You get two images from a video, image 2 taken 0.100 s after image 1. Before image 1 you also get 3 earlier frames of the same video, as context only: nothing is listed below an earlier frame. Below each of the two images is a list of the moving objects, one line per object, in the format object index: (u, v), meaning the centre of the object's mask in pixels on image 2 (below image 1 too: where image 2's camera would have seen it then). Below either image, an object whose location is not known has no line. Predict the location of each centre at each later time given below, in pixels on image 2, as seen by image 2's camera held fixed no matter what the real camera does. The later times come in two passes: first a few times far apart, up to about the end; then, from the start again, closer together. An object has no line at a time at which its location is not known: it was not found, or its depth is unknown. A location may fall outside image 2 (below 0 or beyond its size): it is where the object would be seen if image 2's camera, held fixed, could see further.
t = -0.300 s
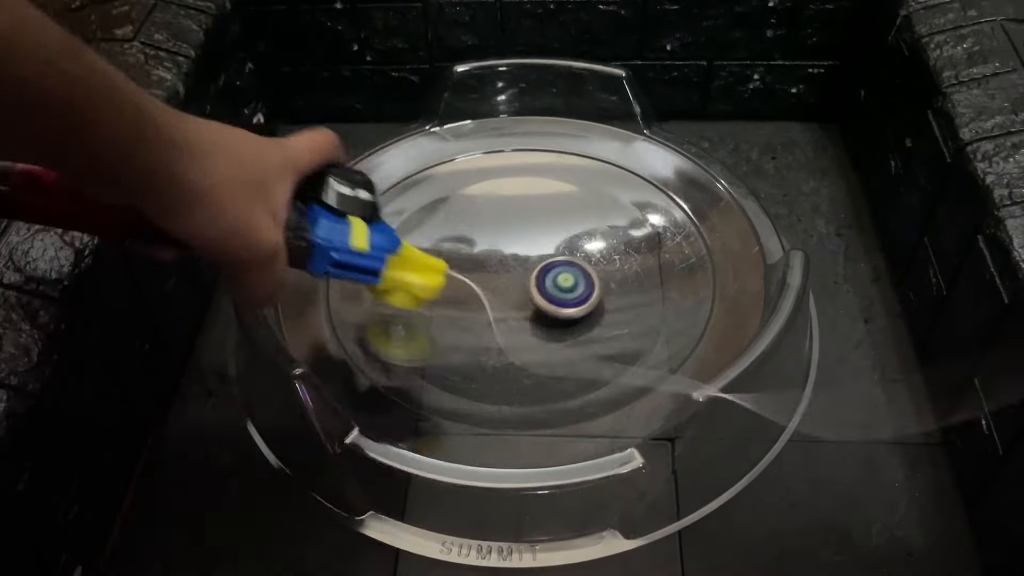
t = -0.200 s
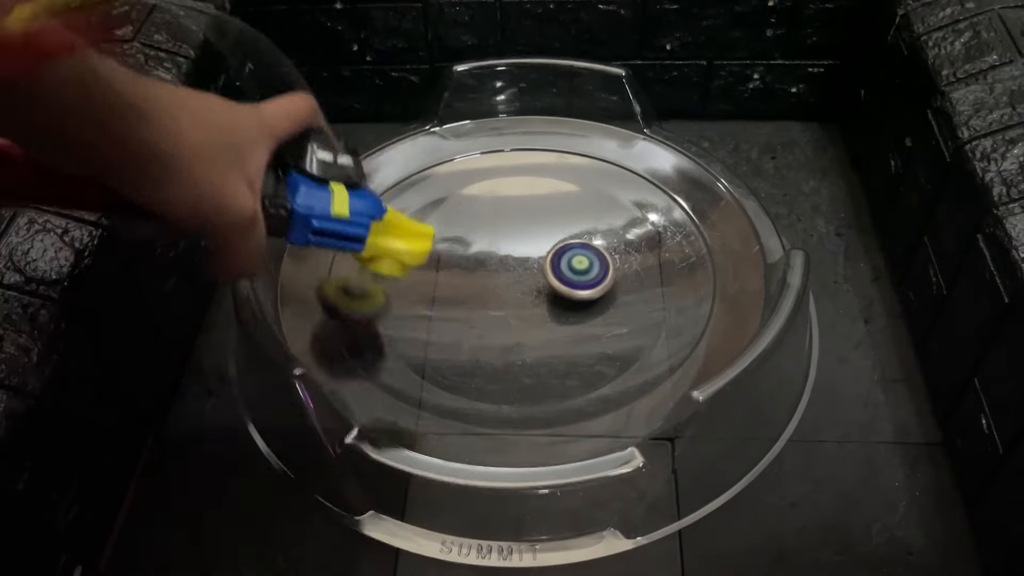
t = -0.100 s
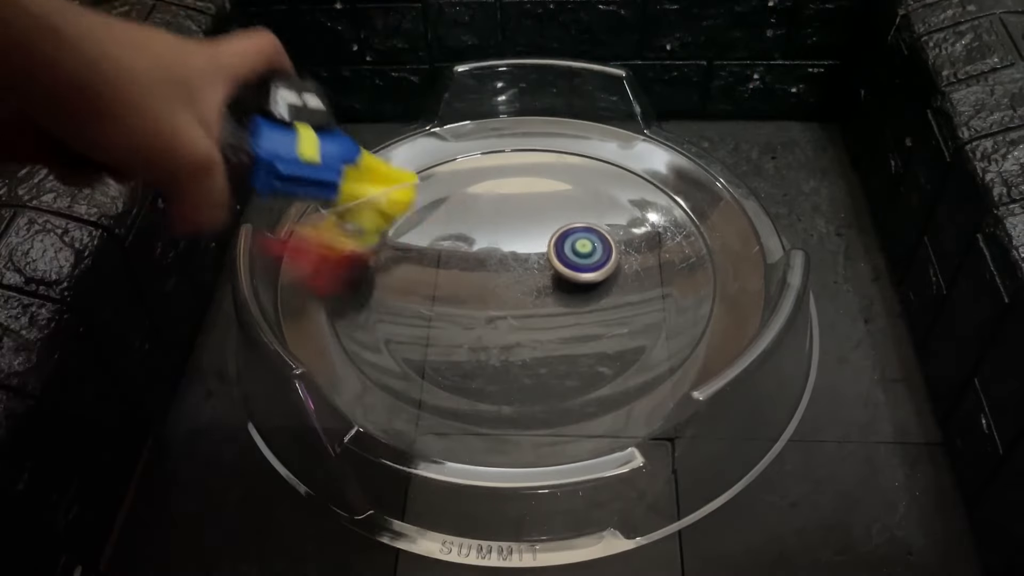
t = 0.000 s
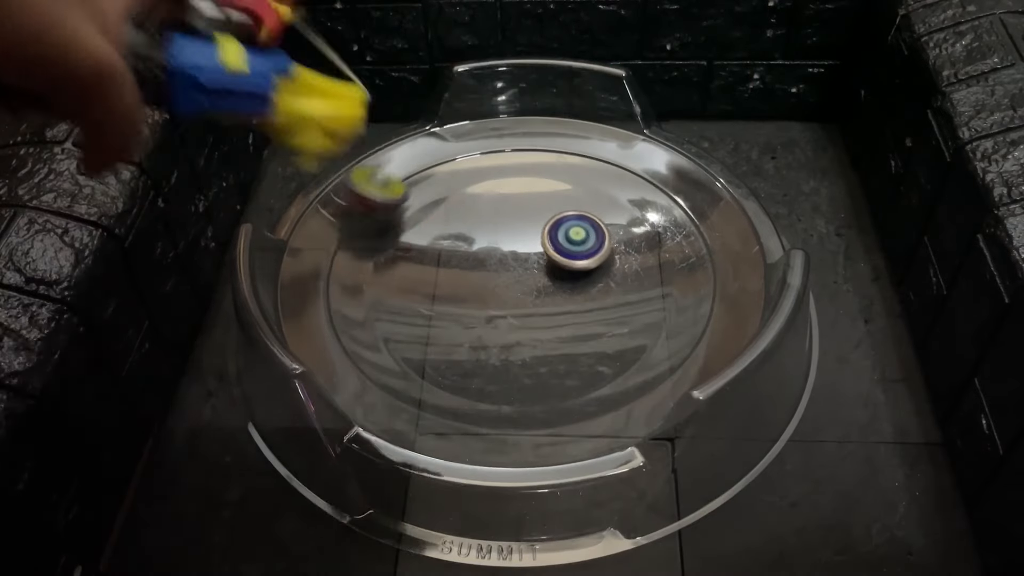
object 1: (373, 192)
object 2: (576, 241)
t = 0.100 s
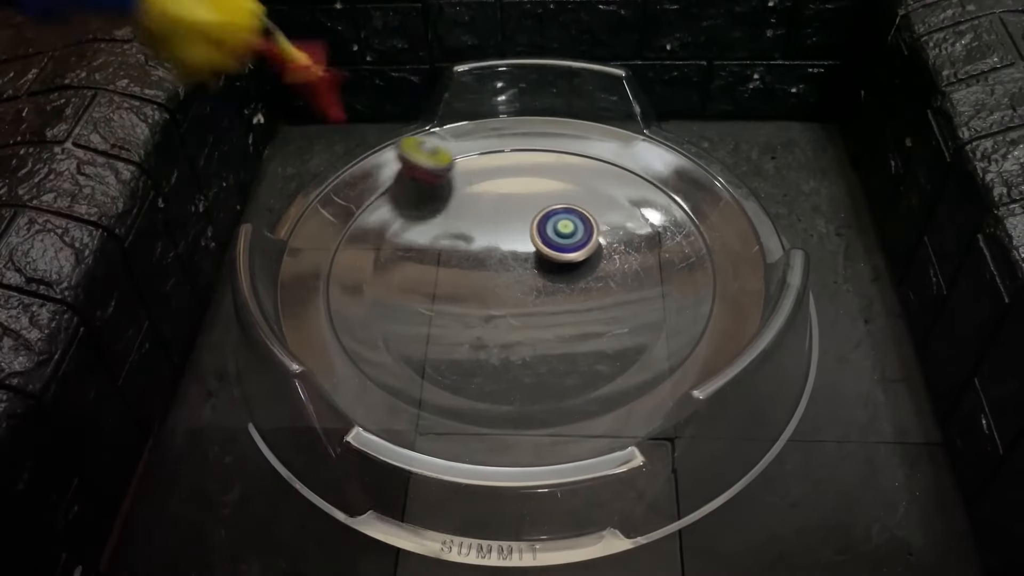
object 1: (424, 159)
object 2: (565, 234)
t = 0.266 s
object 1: (495, 137)
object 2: (544, 234)
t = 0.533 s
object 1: (503, 205)
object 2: (526, 257)
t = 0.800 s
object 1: (475, 221)
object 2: (579, 400)
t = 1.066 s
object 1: (497, 281)
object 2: (648, 265)
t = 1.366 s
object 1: (562, 271)
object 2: (560, 165)
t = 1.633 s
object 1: (555, 210)
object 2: (491, 228)
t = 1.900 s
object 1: (508, 211)
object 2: (506, 292)
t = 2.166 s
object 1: (483, 185)
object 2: (624, 373)
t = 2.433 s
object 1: (505, 141)
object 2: (659, 328)
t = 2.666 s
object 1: (544, 182)
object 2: (623, 270)
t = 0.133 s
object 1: (441, 152)
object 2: (560, 233)
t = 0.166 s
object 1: (456, 145)
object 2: (556, 232)
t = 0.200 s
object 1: (471, 141)
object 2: (552, 232)
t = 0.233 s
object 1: (483, 139)
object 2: (548, 233)
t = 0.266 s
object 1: (495, 137)
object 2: (544, 234)
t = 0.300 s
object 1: (502, 138)
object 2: (540, 235)
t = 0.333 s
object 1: (507, 139)
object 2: (537, 238)
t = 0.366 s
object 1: (509, 143)
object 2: (534, 240)
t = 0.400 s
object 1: (509, 149)
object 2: (531, 243)
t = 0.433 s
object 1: (509, 161)
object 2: (529, 247)
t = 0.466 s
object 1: (507, 175)
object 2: (528, 250)
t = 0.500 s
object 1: (505, 190)
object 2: (527, 253)
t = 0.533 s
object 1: (503, 205)
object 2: (526, 257)
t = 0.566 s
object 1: (500, 205)
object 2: (529, 282)
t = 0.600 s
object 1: (495, 202)
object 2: (533, 308)
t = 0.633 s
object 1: (491, 202)
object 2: (536, 332)
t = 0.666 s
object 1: (486, 202)
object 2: (540, 353)
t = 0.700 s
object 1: (483, 204)
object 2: (546, 371)
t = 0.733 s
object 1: (479, 209)
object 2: (555, 384)
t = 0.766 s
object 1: (476, 215)
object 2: (566, 394)
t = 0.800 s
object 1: (475, 221)
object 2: (579, 400)
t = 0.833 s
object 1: (474, 228)
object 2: (590, 397)
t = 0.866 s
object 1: (474, 236)
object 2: (600, 391)
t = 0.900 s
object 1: (476, 245)
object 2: (610, 378)
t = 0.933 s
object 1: (477, 253)
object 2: (621, 362)
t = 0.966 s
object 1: (481, 262)
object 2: (631, 342)
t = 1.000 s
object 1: (486, 271)
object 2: (640, 319)
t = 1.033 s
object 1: (491, 277)
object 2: (645, 292)
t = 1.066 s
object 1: (497, 281)
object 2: (648, 265)
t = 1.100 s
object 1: (505, 288)
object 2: (646, 243)
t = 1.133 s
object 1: (512, 291)
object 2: (640, 220)
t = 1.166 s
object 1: (521, 294)
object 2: (631, 202)
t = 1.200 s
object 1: (528, 294)
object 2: (622, 188)
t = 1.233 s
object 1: (537, 292)
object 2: (610, 179)
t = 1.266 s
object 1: (544, 289)
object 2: (597, 171)
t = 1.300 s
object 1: (551, 284)
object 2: (585, 166)
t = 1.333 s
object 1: (557, 278)
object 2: (572, 165)
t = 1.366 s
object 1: (562, 271)
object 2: (560, 165)
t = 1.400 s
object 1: (565, 262)
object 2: (549, 168)
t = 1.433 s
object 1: (567, 255)
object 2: (539, 172)
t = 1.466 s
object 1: (567, 247)
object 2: (529, 178)
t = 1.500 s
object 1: (567, 237)
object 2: (519, 186)
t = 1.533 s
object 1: (566, 229)
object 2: (509, 194)
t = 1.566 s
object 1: (563, 222)
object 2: (501, 205)
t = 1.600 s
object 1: (559, 215)
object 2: (495, 217)
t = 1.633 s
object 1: (555, 210)
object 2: (491, 228)
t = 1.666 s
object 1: (548, 206)
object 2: (488, 238)
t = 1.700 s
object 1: (543, 203)
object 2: (486, 250)
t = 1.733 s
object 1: (536, 202)
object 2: (486, 259)
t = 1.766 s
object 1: (530, 201)
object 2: (488, 268)
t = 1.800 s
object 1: (524, 202)
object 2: (491, 276)
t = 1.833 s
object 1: (517, 204)
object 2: (495, 283)
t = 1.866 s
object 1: (513, 207)
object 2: (500, 288)
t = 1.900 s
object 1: (508, 211)
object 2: (506, 292)
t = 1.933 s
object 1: (505, 216)
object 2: (513, 295)
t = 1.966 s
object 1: (503, 222)
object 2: (521, 297)
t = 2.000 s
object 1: (502, 229)
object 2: (528, 298)
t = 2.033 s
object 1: (503, 235)
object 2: (535, 298)
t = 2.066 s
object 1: (505, 242)
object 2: (542, 297)
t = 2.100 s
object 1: (504, 241)
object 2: (555, 303)
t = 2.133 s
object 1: (493, 207)
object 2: (588, 341)
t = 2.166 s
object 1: (483, 185)
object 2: (624, 373)
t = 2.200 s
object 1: (477, 161)
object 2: (654, 384)
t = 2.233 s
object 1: (473, 141)
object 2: (660, 366)
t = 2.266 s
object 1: (472, 129)
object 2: (665, 362)
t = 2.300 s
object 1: (473, 124)
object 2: (667, 368)
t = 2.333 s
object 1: (477, 120)
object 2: (668, 370)
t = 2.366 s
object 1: (484, 126)
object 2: (668, 358)
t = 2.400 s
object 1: (494, 131)
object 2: (664, 345)
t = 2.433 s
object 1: (505, 141)
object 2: (659, 328)
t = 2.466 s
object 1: (517, 154)
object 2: (651, 309)
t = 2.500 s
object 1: (530, 167)
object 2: (641, 291)
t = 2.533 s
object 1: (543, 180)
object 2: (628, 272)
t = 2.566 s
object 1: (556, 195)
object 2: (613, 255)
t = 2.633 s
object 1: (548, 186)
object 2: (621, 265)
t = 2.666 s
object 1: (544, 182)
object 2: (623, 270)
